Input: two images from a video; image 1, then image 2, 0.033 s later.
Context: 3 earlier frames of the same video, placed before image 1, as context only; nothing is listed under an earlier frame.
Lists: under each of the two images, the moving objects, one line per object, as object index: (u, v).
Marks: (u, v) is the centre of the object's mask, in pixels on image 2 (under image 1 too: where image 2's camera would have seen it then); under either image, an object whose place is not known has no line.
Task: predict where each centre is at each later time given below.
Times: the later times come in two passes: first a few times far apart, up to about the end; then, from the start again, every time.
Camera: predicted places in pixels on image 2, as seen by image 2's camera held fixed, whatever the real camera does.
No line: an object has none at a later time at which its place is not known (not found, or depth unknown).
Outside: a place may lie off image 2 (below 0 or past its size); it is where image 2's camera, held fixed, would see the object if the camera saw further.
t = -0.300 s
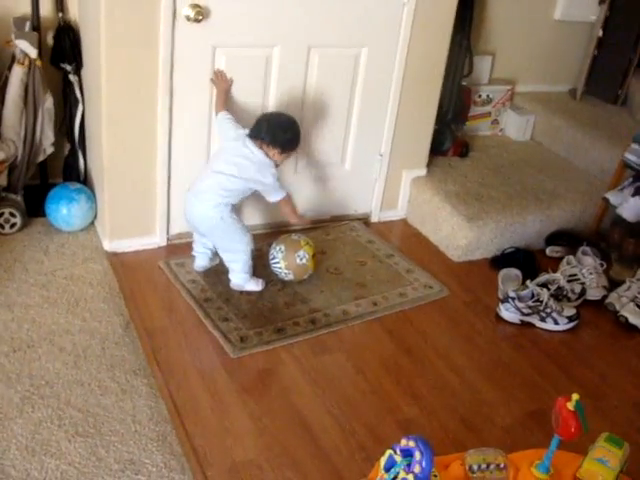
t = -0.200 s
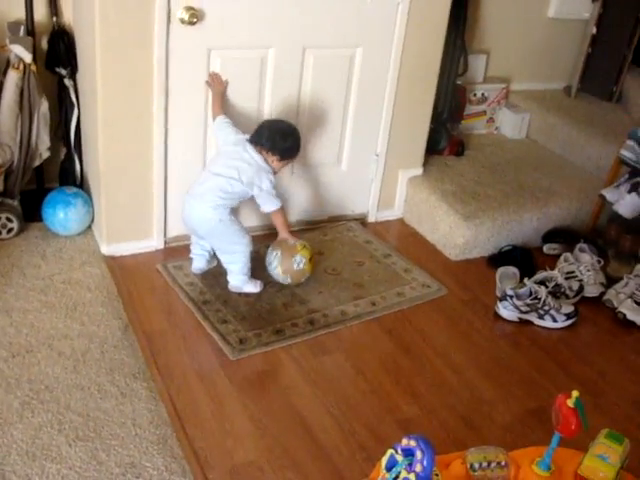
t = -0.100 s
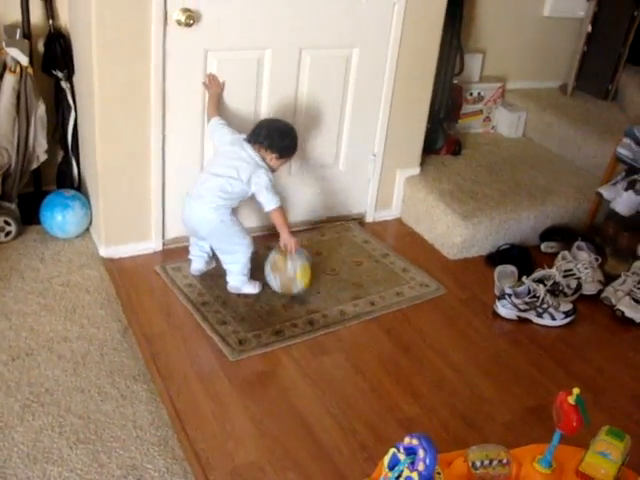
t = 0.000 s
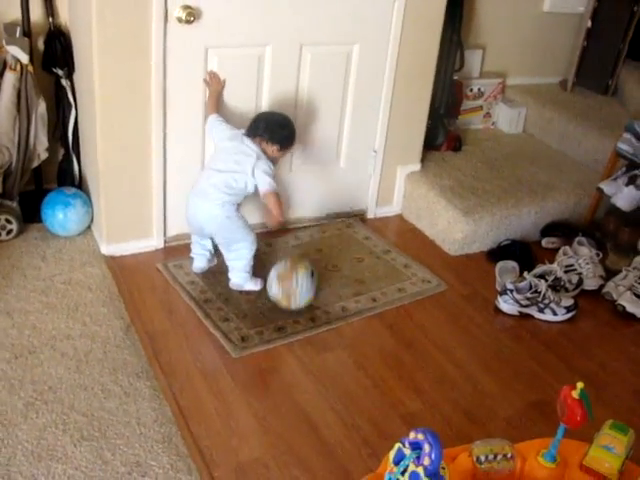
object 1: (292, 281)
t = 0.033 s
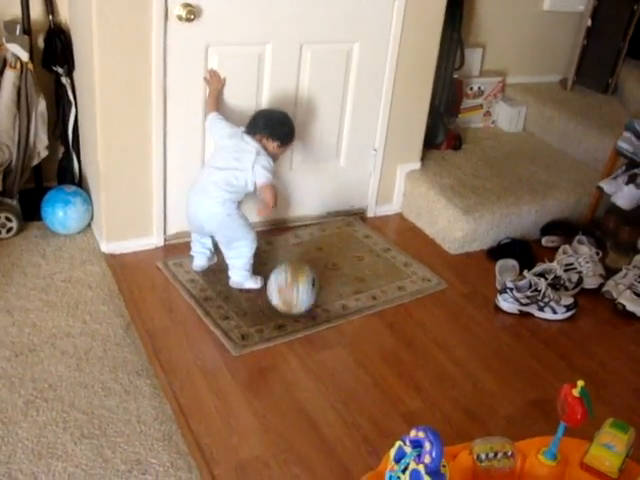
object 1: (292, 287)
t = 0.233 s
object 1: (294, 327)
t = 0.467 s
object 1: (299, 376)
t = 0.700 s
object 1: (308, 432)
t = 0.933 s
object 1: (317, 496)
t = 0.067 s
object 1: (292, 293)
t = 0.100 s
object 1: (292, 301)
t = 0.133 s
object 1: (293, 305)
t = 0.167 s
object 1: (293, 312)
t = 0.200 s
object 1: (294, 320)
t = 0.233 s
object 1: (294, 327)
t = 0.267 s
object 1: (294, 332)
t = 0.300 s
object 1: (295, 339)
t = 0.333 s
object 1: (296, 347)
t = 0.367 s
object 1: (296, 354)
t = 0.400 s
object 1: (297, 361)
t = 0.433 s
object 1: (298, 367)
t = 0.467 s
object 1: (299, 376)
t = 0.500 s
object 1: (300, 382)
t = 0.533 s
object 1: (302, 390)
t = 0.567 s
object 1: (303, 398)
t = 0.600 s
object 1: (304, 407)
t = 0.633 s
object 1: (304, 417)
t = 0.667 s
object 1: (306, 424)
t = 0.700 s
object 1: (308, 432)
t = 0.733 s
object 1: (309, 442)
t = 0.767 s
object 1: (311, 449)
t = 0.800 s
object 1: (312, 458)
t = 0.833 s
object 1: (314, 468)
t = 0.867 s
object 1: (315, 477)
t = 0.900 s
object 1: (316, 486)
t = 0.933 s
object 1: (317, 496)
